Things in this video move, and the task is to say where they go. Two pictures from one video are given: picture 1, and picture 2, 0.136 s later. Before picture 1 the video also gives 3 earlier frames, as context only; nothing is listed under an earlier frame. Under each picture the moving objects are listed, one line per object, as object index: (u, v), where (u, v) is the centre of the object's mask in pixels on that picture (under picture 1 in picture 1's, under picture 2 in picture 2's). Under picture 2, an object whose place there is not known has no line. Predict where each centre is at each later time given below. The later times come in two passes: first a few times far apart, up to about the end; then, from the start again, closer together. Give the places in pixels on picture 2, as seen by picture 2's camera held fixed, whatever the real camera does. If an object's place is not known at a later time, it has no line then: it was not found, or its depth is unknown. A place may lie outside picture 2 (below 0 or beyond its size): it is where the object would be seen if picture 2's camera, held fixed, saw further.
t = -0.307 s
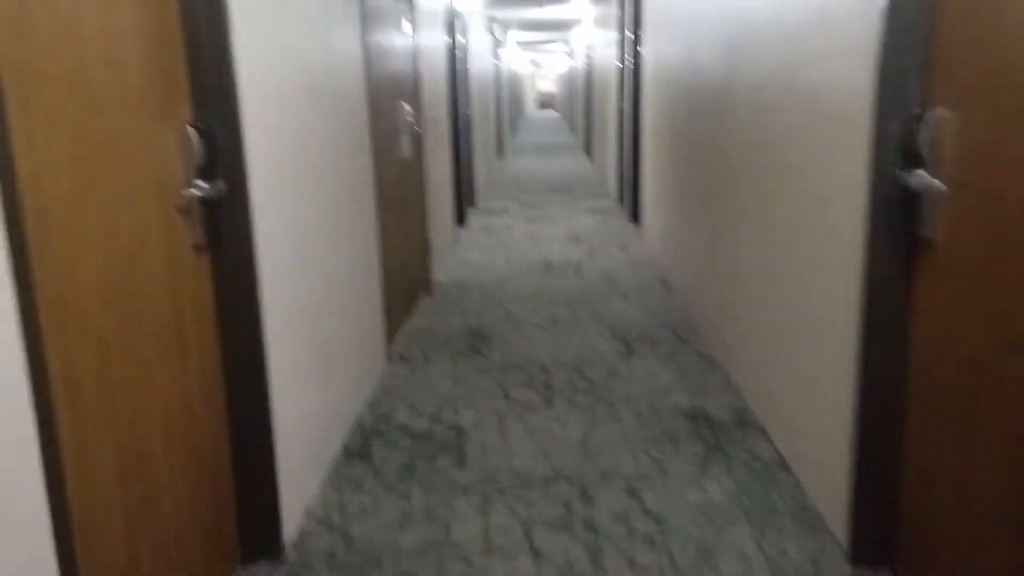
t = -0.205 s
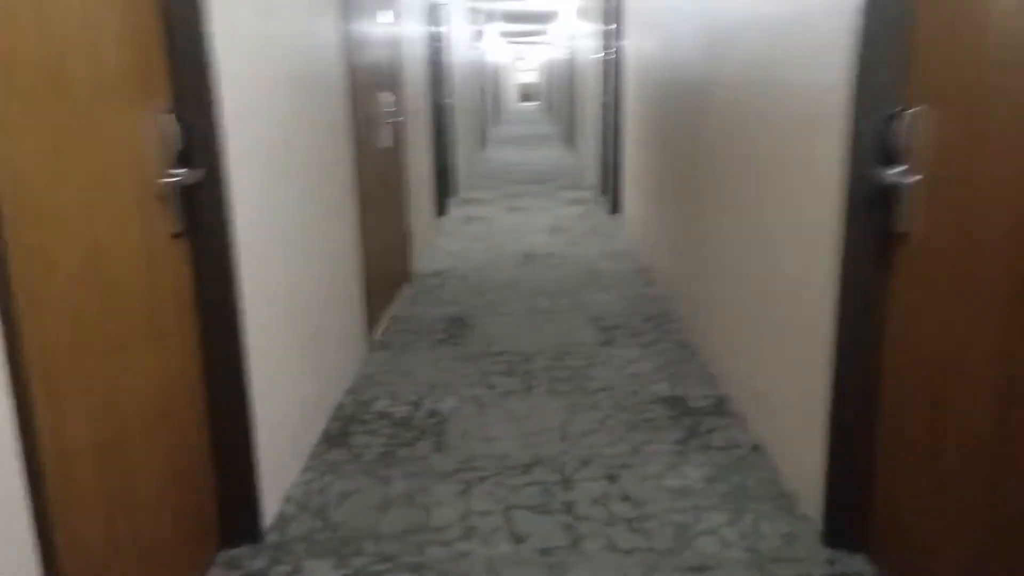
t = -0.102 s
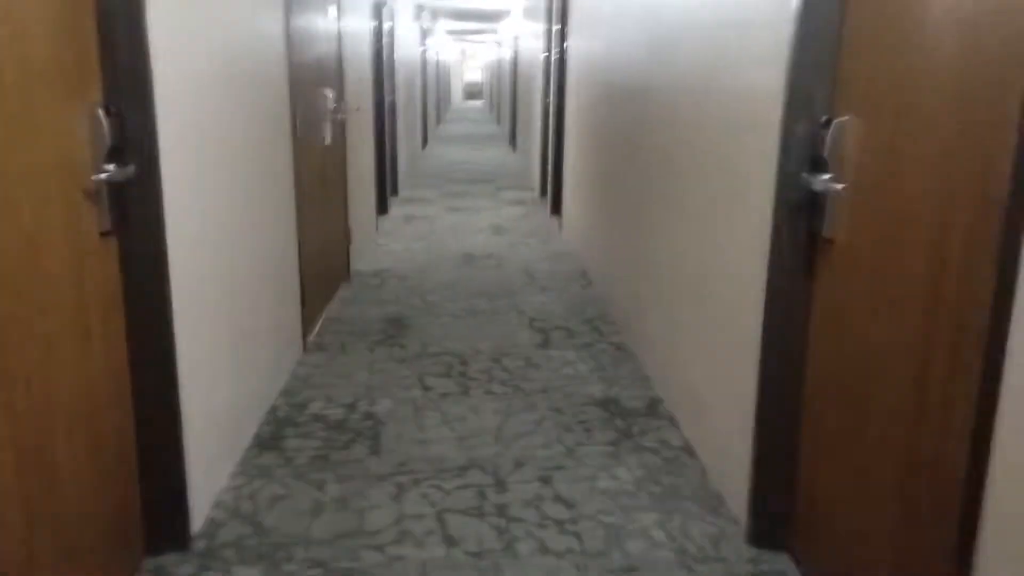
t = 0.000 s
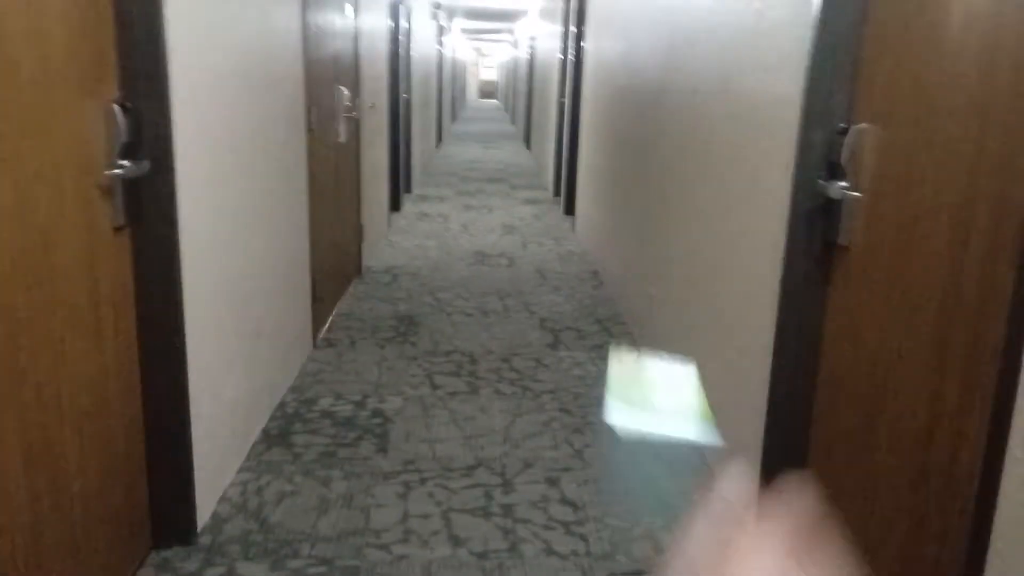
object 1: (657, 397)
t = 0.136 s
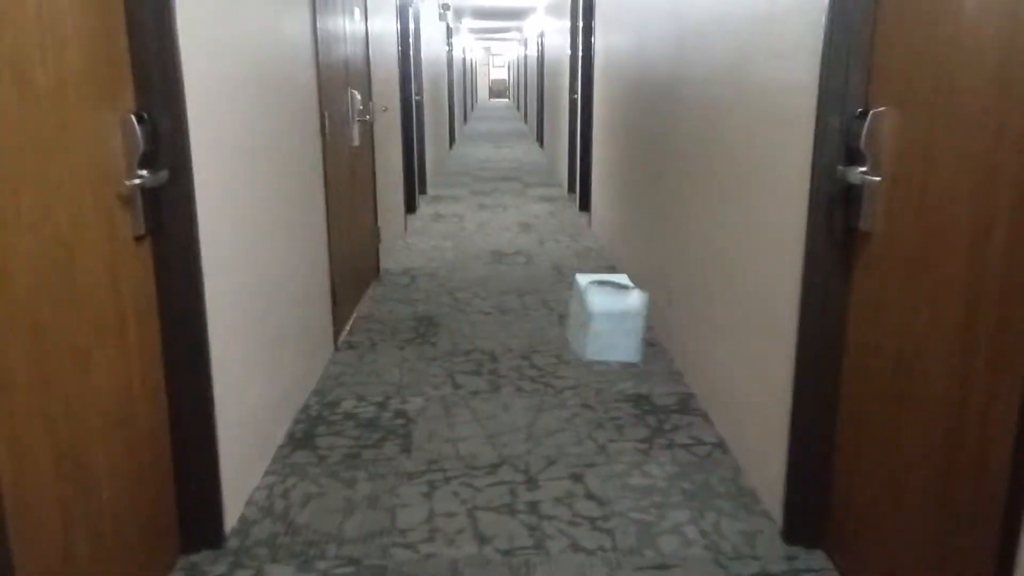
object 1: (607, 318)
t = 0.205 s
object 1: (592, 319)
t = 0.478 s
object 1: (545, 406)
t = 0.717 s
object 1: (529, 350)
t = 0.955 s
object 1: (516, 333)
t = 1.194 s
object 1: (501, 315)
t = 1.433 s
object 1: (492, 303)
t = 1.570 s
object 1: (490, 305)
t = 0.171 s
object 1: (602, 306)
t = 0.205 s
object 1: (592, 319)
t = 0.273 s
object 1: (569, 329)
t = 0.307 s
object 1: (568, 338)
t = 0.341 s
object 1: (570, 351)
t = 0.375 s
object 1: (558, 368)
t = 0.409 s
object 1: (554, 376)
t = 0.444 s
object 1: (552, 398)
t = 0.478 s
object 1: (545, 406)
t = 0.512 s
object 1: (544, 393)
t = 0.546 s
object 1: (546, 384)
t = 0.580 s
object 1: (542, 366)
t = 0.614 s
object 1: (535, 360)
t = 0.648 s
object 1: (534, 355)
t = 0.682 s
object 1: (530, 354)
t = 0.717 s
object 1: (529, 350)
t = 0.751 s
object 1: (531, 355)
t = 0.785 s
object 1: (528, 352)
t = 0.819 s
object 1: (520, 339)
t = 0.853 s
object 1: (511, 336)
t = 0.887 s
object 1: (515, 333)
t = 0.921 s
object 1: (514, 334)
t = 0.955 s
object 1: (516, 333)
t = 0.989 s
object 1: (511, 322)
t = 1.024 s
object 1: (506, 316)
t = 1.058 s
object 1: (503, 316)
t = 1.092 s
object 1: (507, 310)
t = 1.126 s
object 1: (507, 316)
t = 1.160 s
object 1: (502, 317)
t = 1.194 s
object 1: (501, 315)
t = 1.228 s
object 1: (500, 306)
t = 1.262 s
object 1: (499, 304)
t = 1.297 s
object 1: (497, 300)
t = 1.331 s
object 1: (496, 301)
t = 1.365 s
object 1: (494, 305)
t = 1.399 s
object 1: (493, 306)
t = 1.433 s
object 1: (492, 303)
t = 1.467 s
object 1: (491, 303)
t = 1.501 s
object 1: (491, 306)
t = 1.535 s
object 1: (491, 306)
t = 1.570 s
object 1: (490, 305)
